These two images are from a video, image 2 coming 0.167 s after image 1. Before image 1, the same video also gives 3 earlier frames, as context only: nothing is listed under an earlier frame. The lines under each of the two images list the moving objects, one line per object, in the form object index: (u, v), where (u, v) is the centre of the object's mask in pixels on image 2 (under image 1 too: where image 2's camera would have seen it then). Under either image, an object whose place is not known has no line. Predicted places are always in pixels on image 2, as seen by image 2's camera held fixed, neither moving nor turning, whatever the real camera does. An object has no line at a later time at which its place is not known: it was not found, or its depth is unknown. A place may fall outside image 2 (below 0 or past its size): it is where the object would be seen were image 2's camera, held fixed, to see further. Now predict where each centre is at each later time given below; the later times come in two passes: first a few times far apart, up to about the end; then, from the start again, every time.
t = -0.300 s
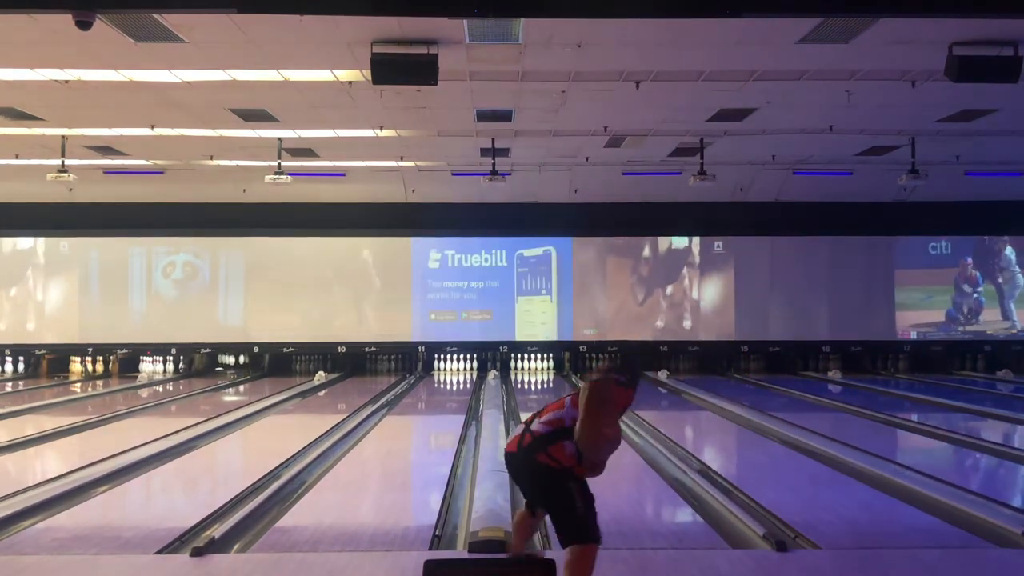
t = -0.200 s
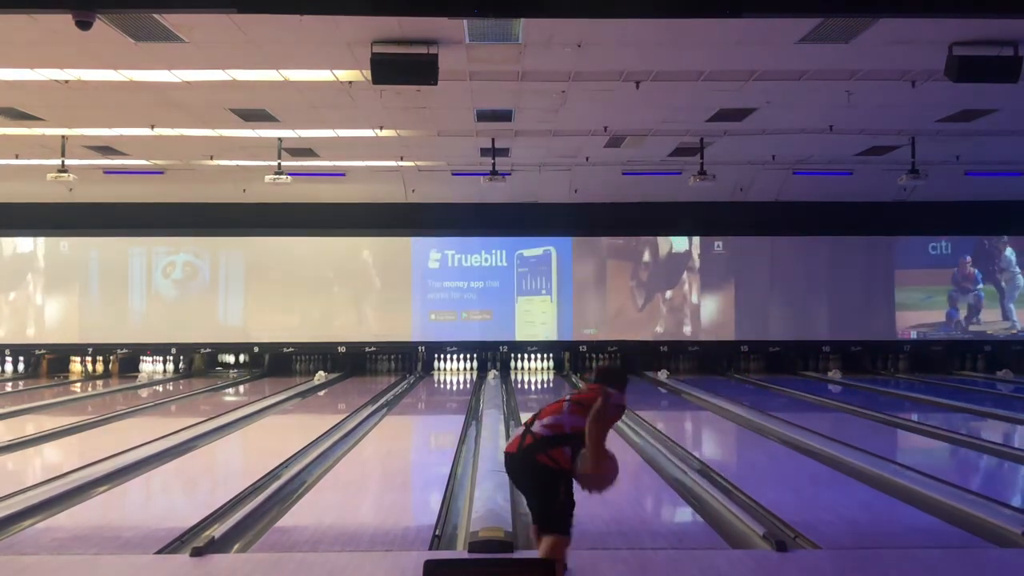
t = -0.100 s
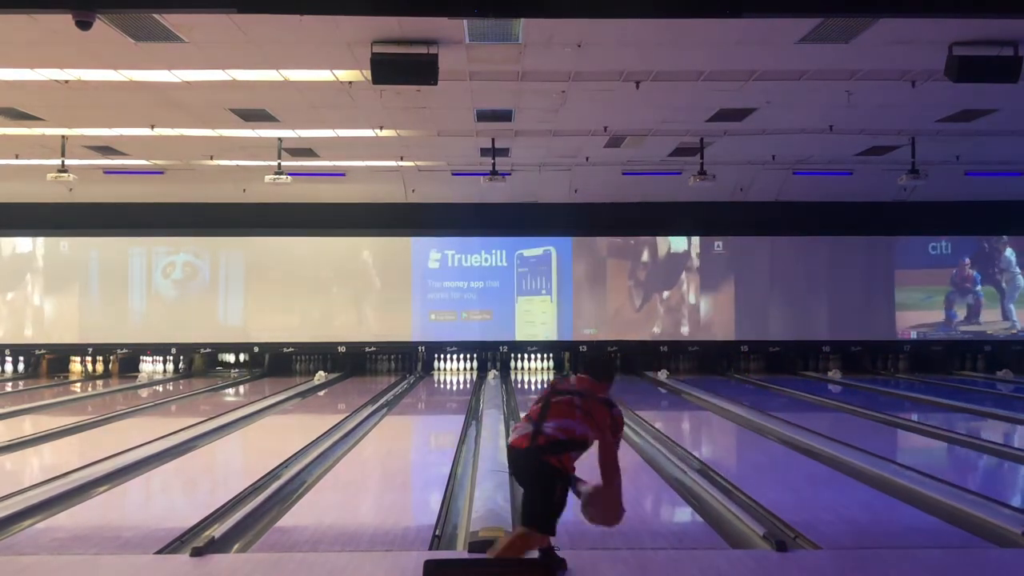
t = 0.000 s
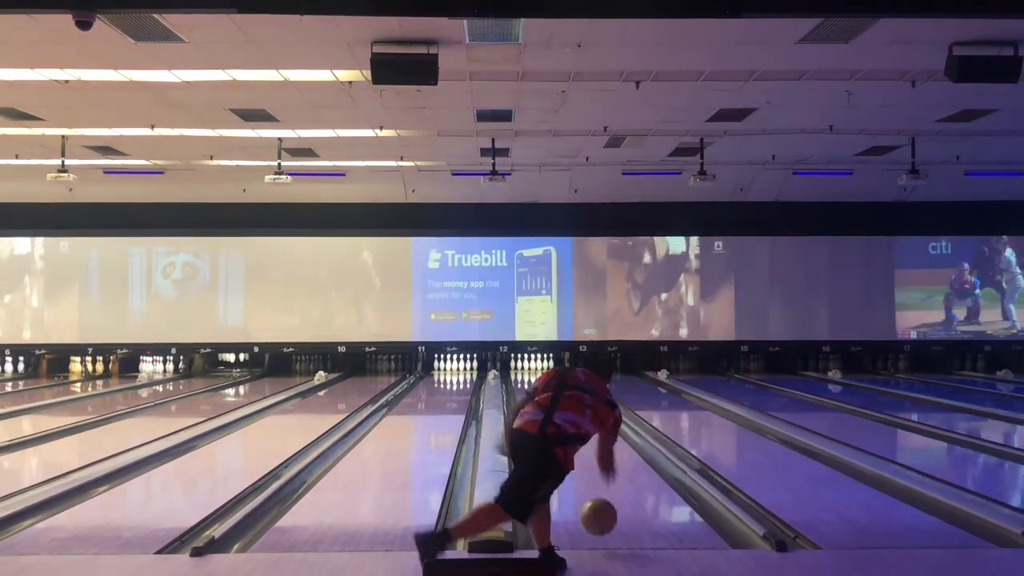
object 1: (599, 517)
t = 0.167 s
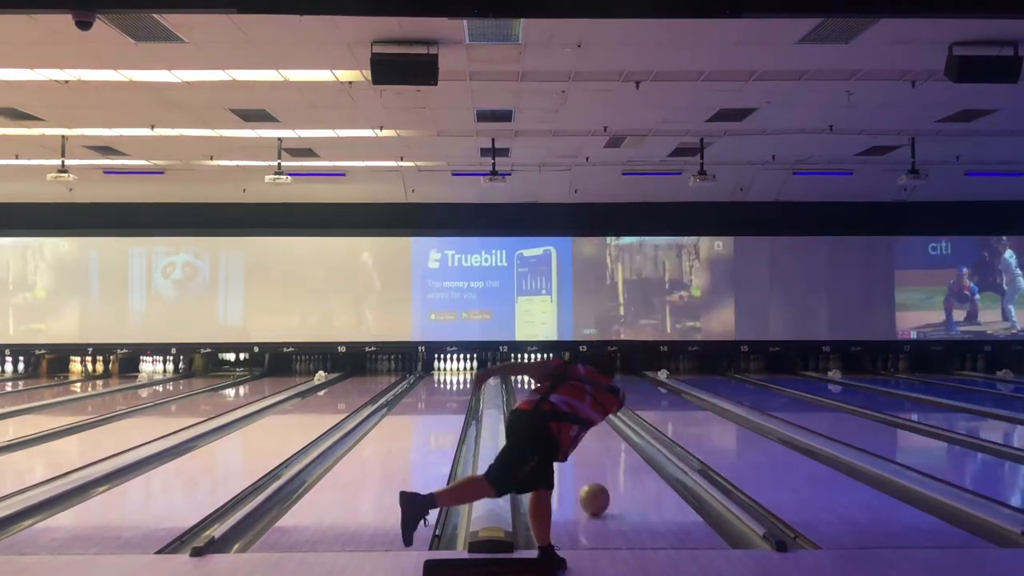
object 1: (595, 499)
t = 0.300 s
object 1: (592, 479)
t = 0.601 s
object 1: (586, 446)
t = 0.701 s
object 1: (585, 438)
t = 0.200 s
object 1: (594, 494)
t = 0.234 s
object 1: (593, 489)
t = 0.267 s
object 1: (592, 484)
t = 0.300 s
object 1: (592, 479)
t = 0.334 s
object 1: (591, 475)
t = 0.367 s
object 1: (590, 471)
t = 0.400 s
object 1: (590, 467)
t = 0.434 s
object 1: (589, 463)
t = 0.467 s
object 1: (588, 460)
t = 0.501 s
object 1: (588, 456)
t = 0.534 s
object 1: (587, 453)
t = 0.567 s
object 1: (587, 449)
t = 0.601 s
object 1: (586, 446)
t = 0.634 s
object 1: (586, 444)
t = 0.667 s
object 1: (585, 441)
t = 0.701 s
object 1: (585, 438)
